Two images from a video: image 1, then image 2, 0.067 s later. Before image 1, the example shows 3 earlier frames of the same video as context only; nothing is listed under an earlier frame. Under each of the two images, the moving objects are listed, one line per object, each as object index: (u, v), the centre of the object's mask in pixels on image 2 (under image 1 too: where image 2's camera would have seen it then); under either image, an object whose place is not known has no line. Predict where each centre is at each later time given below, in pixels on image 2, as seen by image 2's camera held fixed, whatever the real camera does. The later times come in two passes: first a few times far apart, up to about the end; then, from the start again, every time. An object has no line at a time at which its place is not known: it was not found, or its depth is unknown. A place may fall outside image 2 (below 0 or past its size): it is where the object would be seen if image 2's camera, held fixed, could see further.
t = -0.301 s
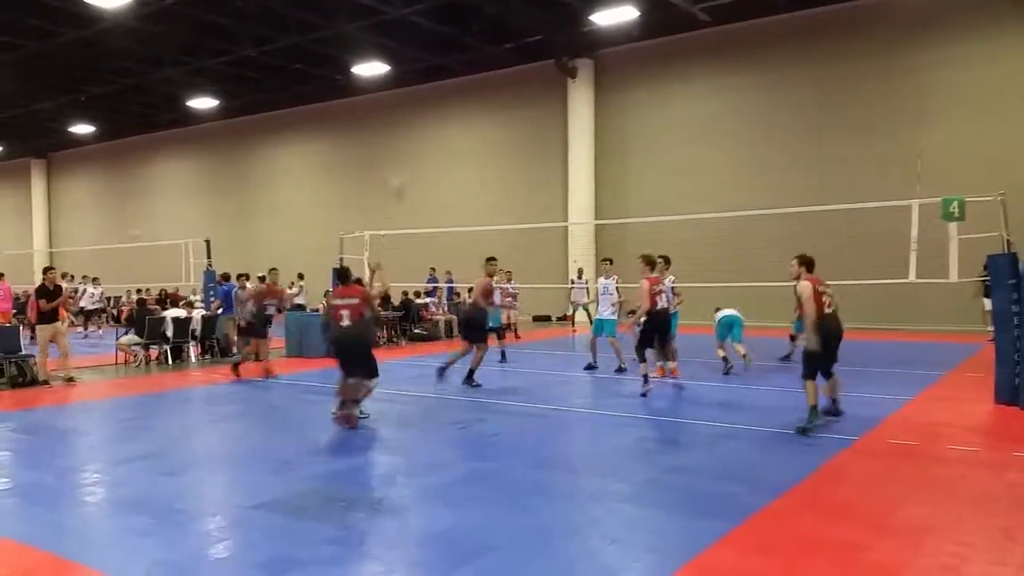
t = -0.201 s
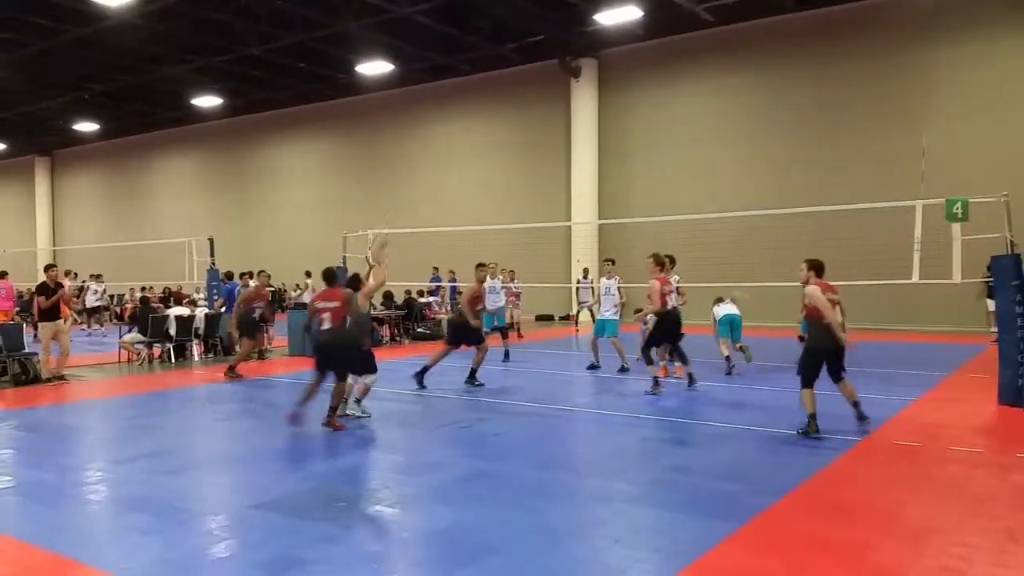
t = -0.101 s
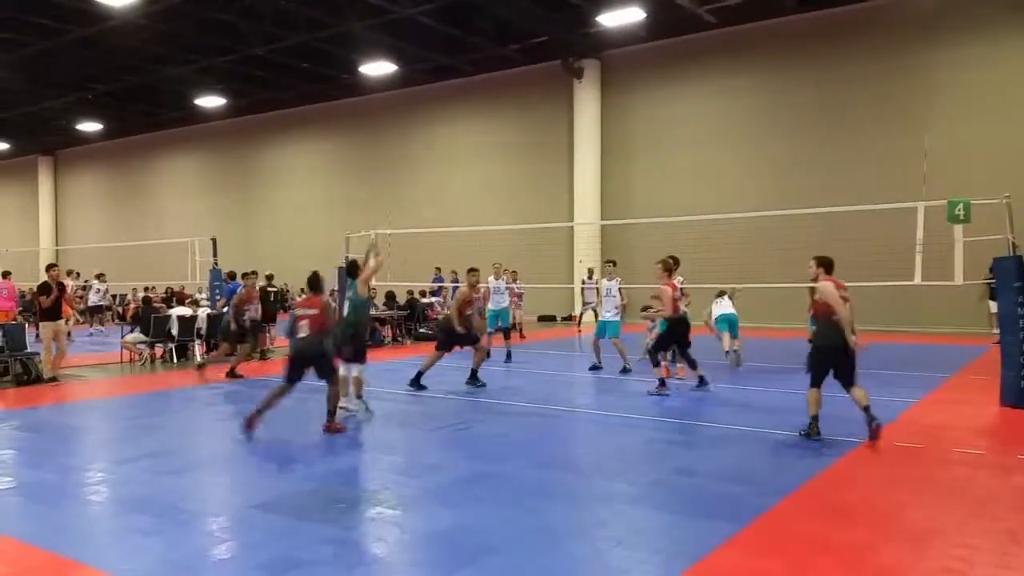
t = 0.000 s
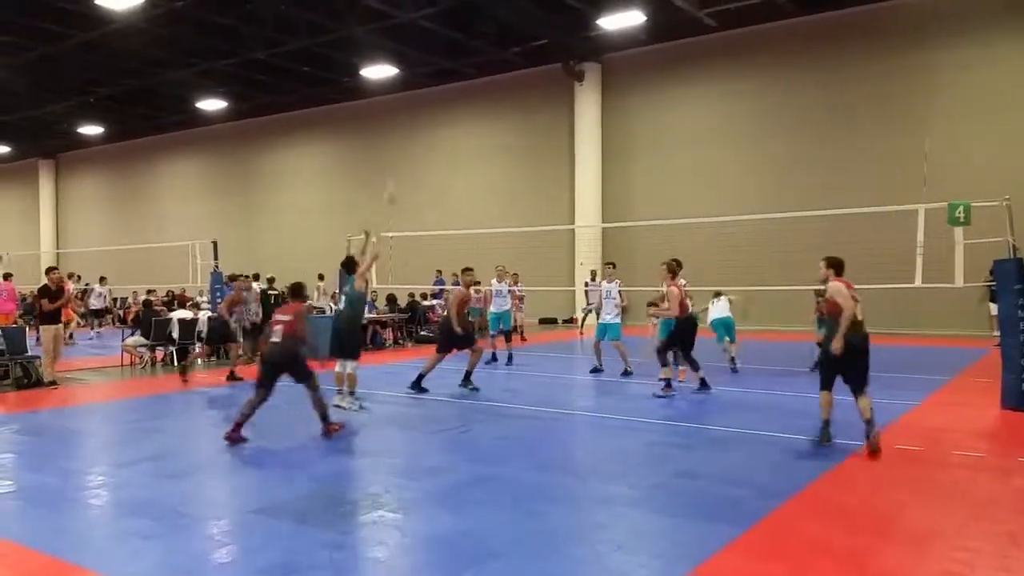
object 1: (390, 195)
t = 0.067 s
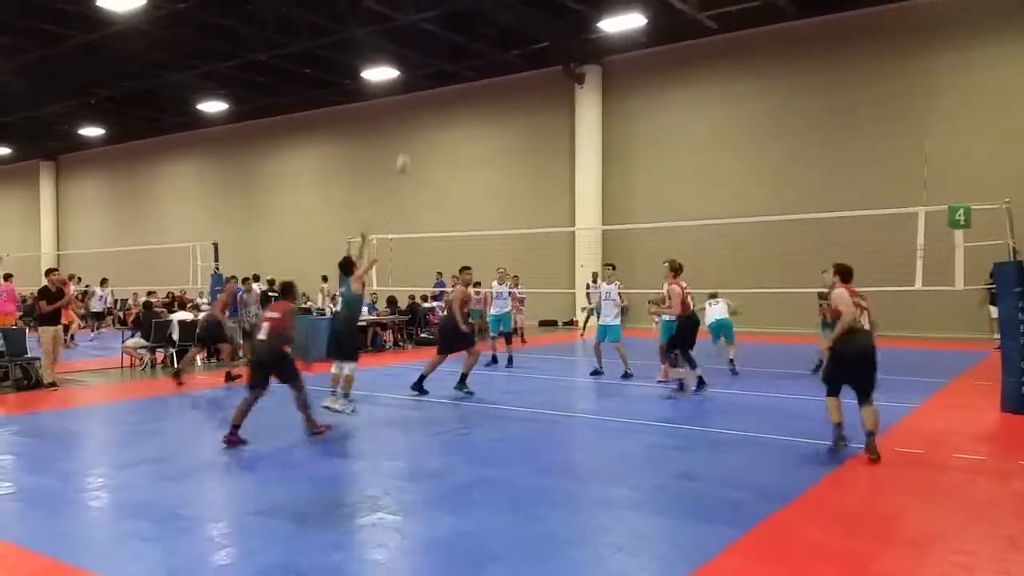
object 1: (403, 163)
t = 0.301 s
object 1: (442, 88)
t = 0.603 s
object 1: (486, 61)
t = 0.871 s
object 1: (522, 95)
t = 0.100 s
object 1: (405, 151)
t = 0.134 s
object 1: (415, 134)
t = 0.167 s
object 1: (420, 123)
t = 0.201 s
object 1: (425, 113)
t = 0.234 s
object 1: (431, 104)
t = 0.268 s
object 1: (436, 96)
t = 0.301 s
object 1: (442, 88)
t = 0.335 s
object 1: (447, 82)
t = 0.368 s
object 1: (452, 76)
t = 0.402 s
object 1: (458, 72)
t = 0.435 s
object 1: (463, 68)
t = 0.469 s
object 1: (467, 65)
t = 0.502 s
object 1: (472, 63)
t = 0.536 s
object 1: (477, 62)
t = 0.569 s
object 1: (482, 61)
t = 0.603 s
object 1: (486, 61)
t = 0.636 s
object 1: (491, 63)
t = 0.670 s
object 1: (496, 65)
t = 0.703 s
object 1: (501, 67)
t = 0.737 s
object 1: (505, 71)
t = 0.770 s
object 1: (510, 76)
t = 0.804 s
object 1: (515, 81)
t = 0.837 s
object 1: (518, 87)
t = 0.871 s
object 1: (522, 95)
